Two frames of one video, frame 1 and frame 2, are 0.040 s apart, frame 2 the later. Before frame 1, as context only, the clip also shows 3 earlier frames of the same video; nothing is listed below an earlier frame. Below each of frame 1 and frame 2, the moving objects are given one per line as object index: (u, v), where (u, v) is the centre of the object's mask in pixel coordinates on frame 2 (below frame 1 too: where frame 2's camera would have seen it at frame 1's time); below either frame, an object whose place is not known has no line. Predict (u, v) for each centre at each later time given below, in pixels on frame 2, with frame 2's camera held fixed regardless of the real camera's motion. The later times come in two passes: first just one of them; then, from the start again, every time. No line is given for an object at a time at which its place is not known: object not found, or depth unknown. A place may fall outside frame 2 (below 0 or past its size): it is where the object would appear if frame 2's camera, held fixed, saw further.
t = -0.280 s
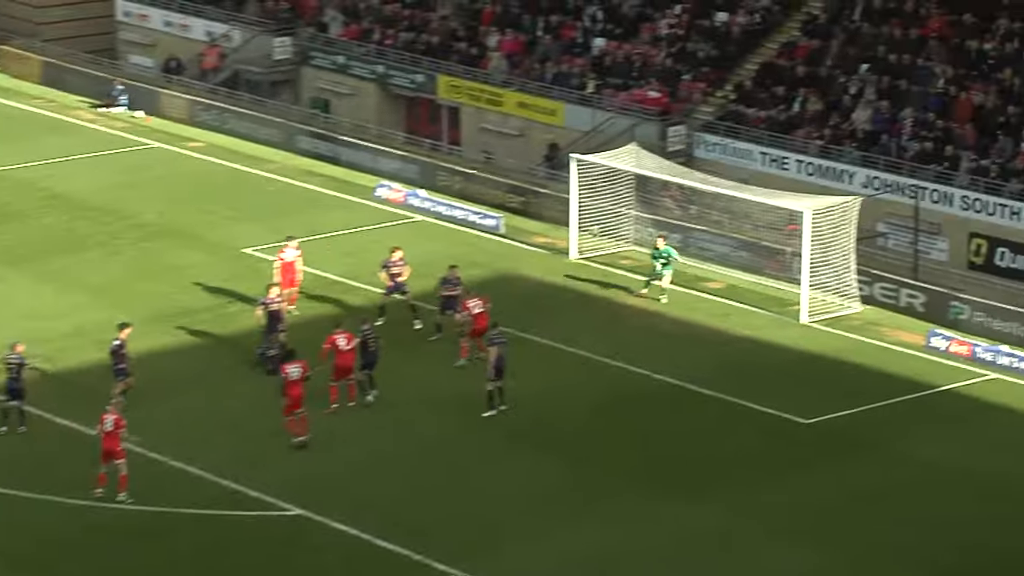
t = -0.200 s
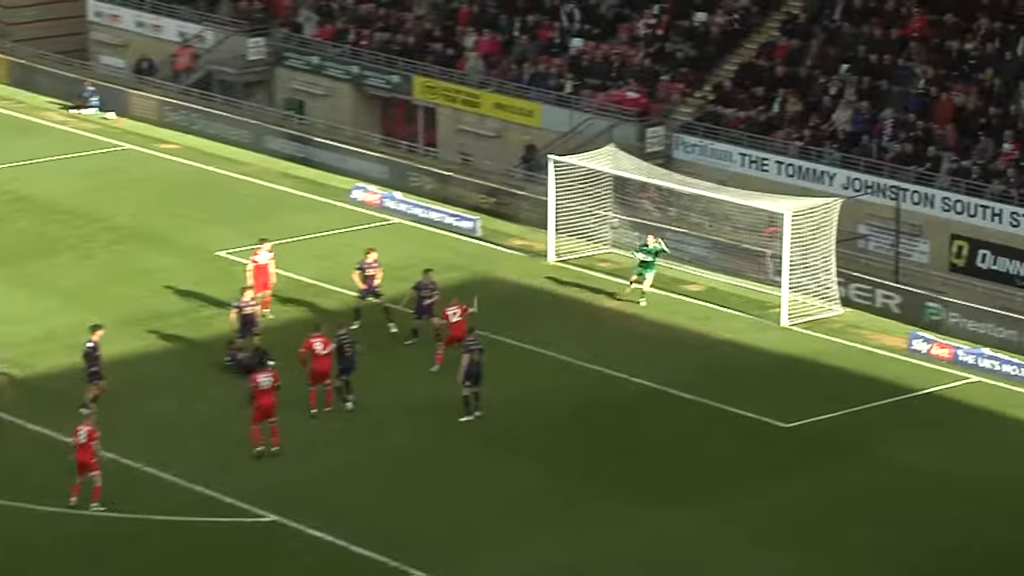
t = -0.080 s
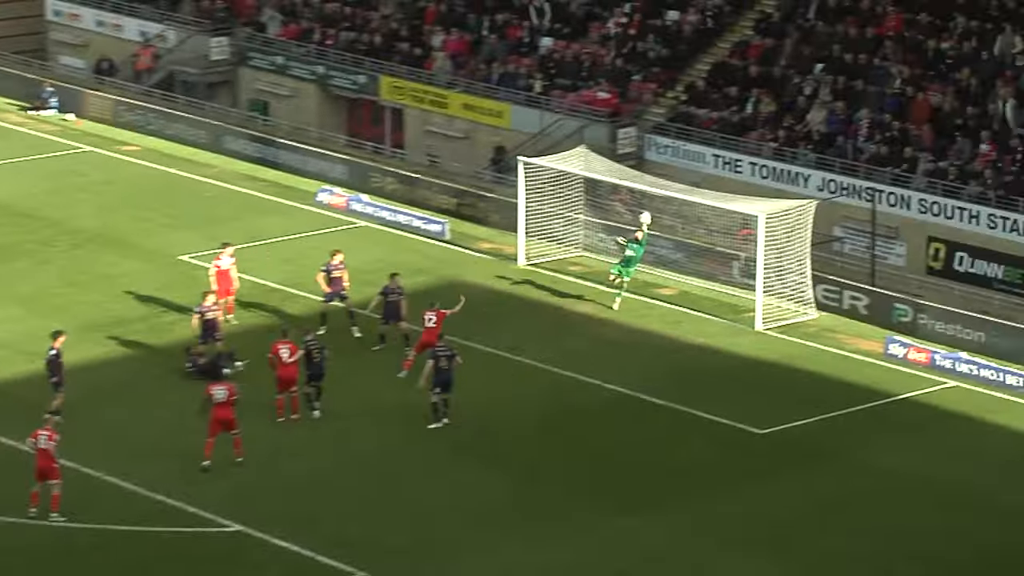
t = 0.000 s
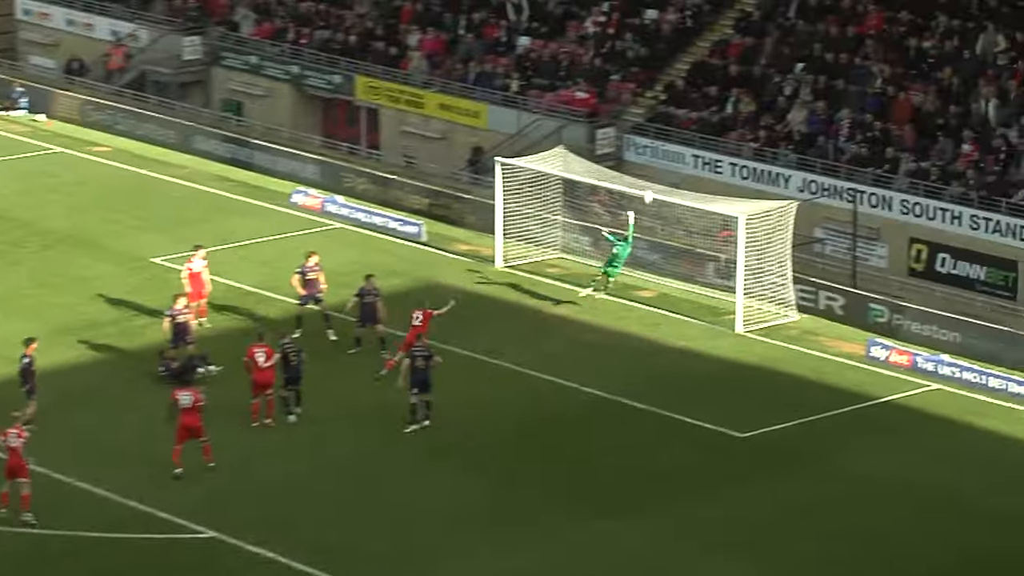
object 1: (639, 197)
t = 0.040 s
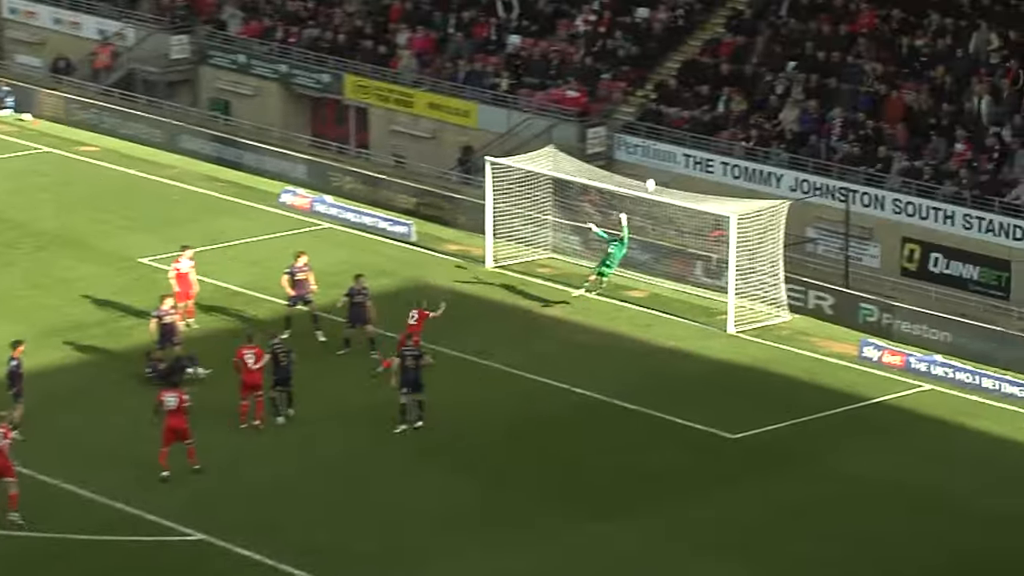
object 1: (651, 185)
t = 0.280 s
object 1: (715, 135)
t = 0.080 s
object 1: (661, 175)
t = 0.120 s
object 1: (672, 165)
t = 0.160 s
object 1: (683, 157)
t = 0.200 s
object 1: (694, 149)
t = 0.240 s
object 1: (705, 142)
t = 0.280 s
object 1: (715, 135)
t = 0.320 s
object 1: (727, 130)
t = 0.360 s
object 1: (737, 125)
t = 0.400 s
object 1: (748, 121)
